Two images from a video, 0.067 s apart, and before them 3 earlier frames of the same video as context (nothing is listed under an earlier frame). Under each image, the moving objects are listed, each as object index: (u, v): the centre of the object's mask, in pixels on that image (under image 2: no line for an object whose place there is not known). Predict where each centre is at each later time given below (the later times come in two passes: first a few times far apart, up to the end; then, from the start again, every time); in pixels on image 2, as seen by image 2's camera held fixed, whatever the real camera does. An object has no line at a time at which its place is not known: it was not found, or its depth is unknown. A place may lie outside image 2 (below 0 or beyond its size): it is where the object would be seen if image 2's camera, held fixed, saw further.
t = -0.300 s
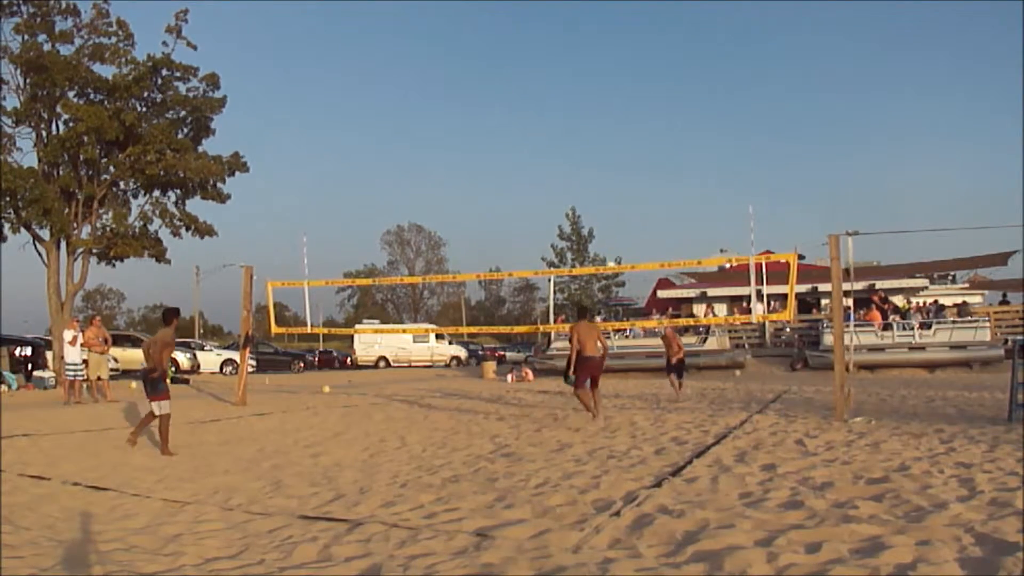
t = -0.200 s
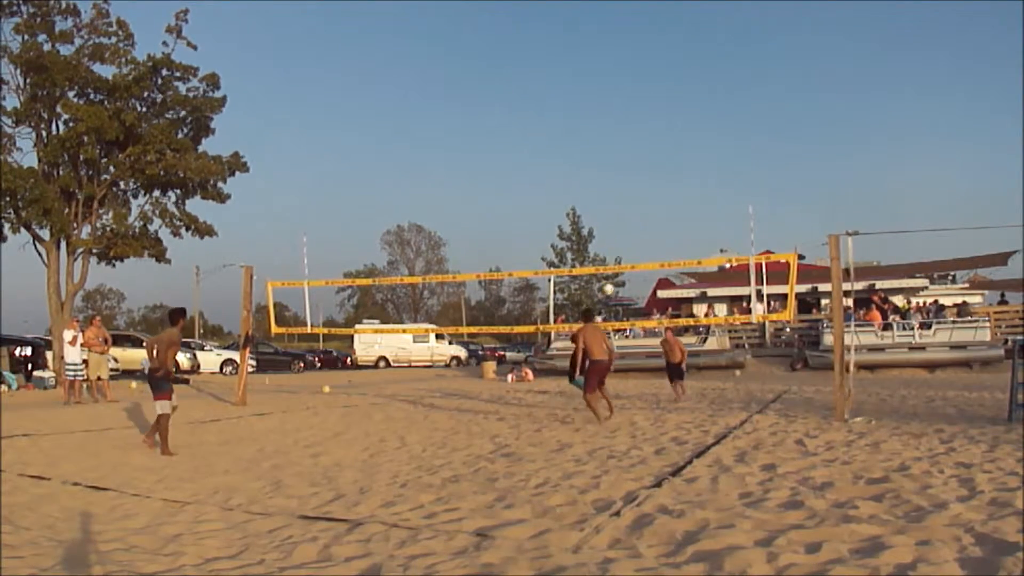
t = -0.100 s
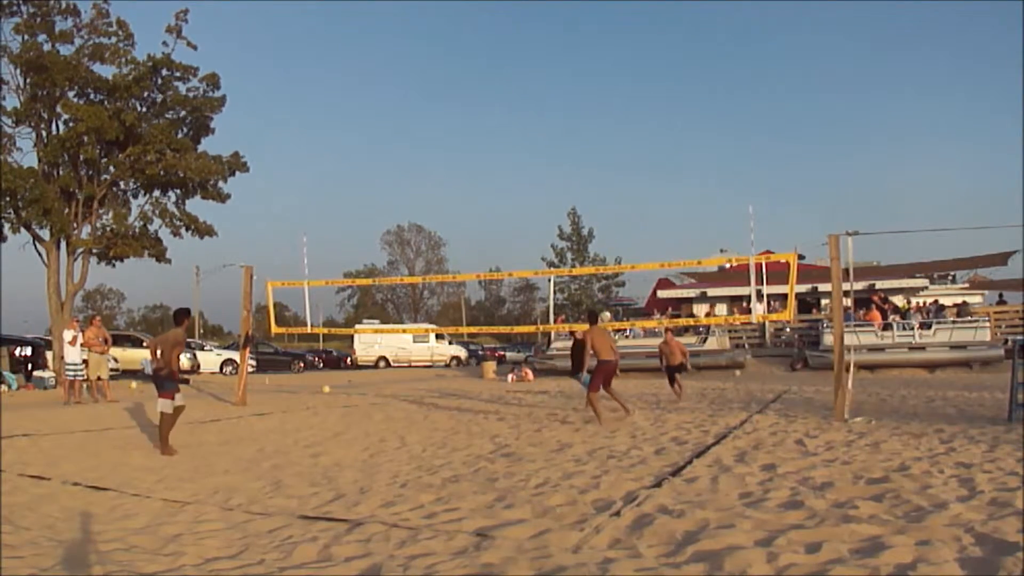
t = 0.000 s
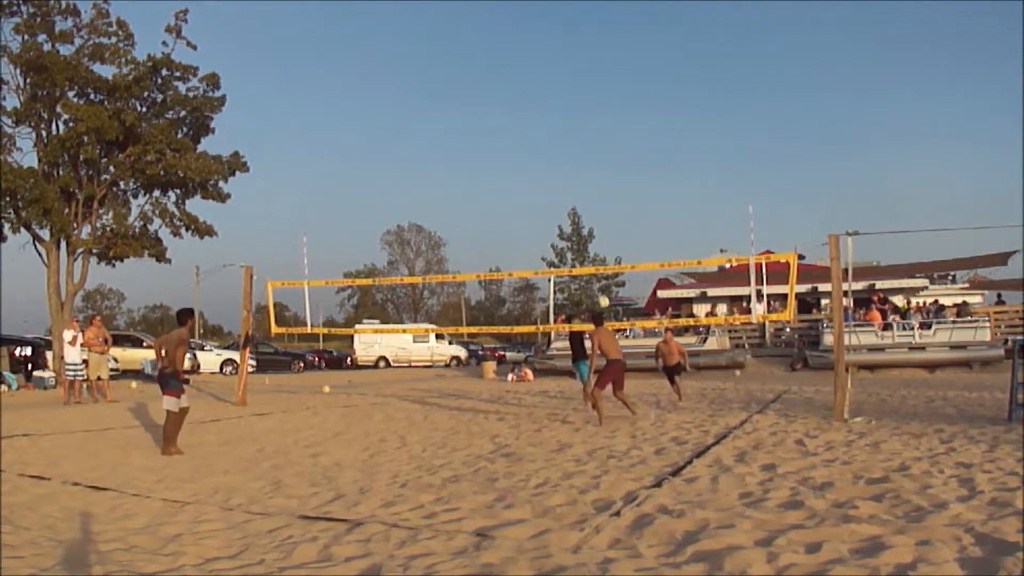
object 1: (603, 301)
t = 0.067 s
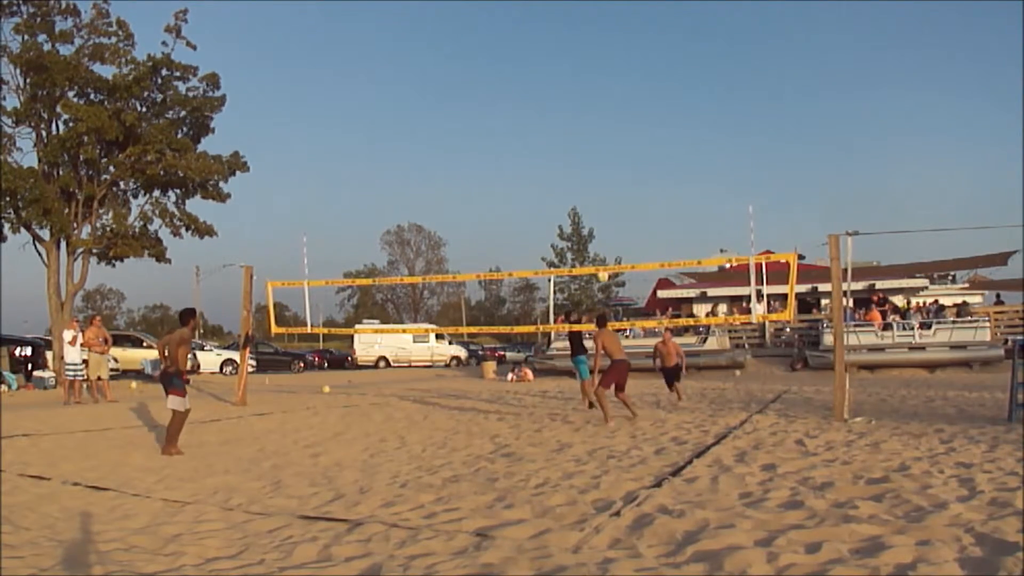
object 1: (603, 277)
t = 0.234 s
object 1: (600, 223)
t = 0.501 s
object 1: (598, 167)
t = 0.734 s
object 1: (597, 149)
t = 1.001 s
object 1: (598, 164)
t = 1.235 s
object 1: (600, 210)
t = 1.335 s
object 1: (601, 241)
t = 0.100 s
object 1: (602, 262)
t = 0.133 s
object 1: (602, 252)
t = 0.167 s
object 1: (601, 242)
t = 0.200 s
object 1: (601, 232)
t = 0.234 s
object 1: (600, 223)
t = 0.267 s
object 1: (600, 213)
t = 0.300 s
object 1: (599, 205)
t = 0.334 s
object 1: (599, 197)
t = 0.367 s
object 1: (599, 190)
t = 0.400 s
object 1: (598, 183)
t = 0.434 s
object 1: (598, 177)
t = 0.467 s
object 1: (598, 172)
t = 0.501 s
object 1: (598, 167)
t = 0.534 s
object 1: (598, 163)
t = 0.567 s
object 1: (597, 159)
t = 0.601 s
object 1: (597, 156)
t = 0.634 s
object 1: (597, 153)
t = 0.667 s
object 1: (597, 151)
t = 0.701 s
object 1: (597, 150)
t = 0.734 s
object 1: (597, 149)
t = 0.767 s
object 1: (597, 149)
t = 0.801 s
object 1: (597, 149)
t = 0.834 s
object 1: (597, 150)
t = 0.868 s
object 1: (597, 152)
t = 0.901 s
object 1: (597, 154)
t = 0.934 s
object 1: (597, 156)
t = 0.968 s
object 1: (597, 160)
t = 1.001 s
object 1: (598, 164)
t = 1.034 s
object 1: (598, 169)
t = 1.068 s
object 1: (598, 174)
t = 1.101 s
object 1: (598, 180)
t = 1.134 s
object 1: (599, 186)
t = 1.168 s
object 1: (599, 194)
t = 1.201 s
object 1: (599, 201)
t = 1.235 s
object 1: (600, 210)
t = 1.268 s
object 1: (600, 220)
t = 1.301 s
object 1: (600, 230)
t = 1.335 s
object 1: (601, 241)
